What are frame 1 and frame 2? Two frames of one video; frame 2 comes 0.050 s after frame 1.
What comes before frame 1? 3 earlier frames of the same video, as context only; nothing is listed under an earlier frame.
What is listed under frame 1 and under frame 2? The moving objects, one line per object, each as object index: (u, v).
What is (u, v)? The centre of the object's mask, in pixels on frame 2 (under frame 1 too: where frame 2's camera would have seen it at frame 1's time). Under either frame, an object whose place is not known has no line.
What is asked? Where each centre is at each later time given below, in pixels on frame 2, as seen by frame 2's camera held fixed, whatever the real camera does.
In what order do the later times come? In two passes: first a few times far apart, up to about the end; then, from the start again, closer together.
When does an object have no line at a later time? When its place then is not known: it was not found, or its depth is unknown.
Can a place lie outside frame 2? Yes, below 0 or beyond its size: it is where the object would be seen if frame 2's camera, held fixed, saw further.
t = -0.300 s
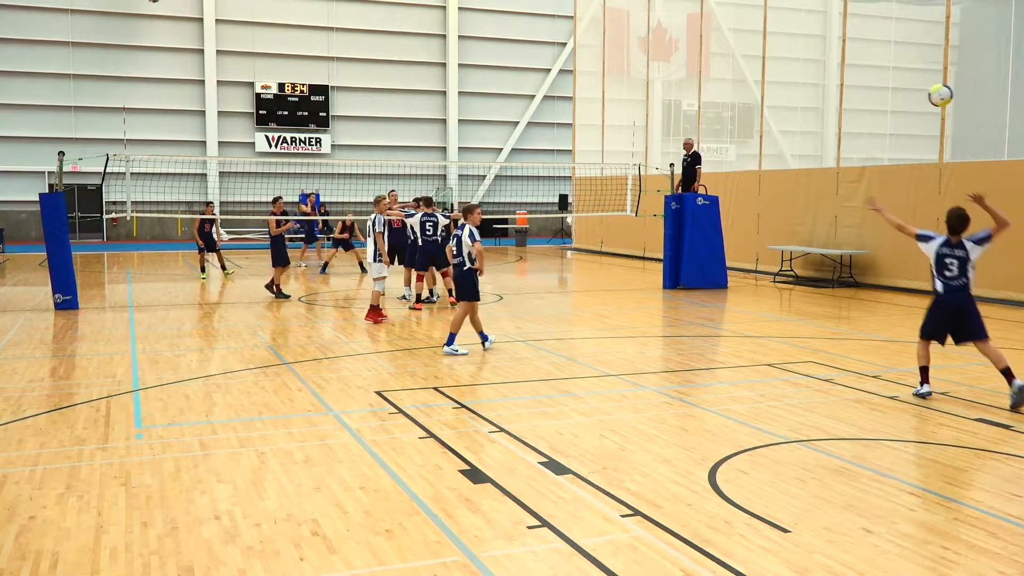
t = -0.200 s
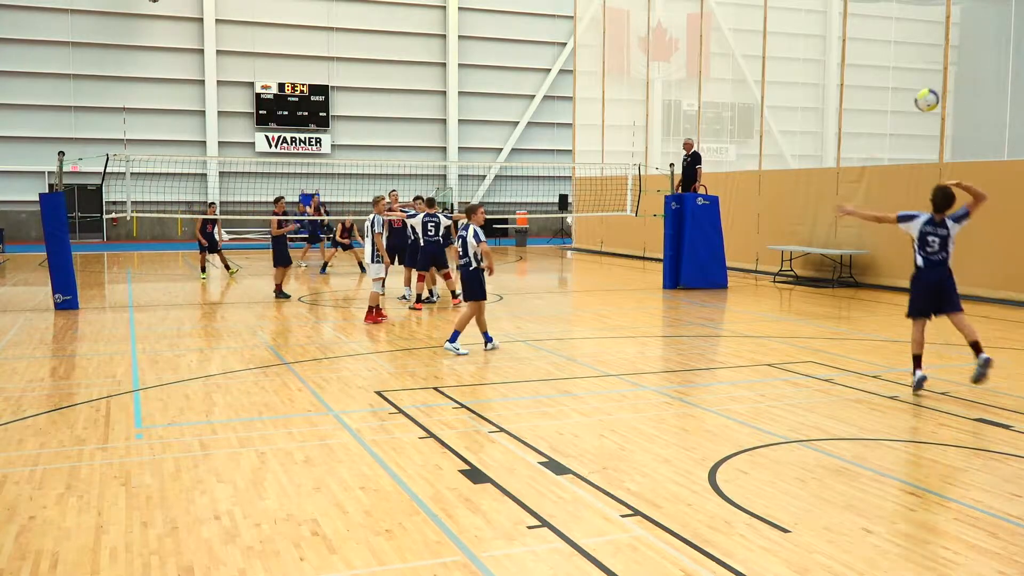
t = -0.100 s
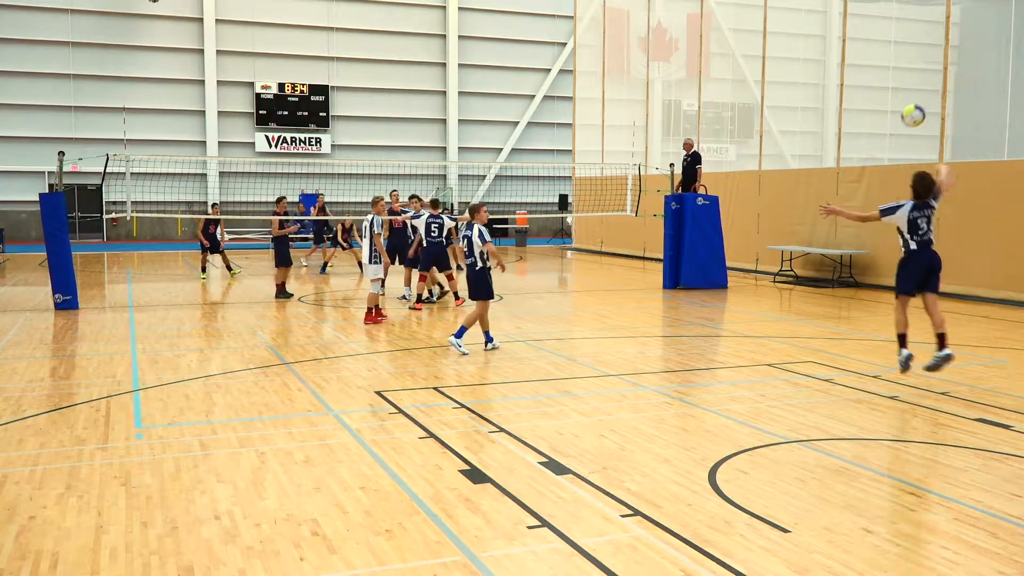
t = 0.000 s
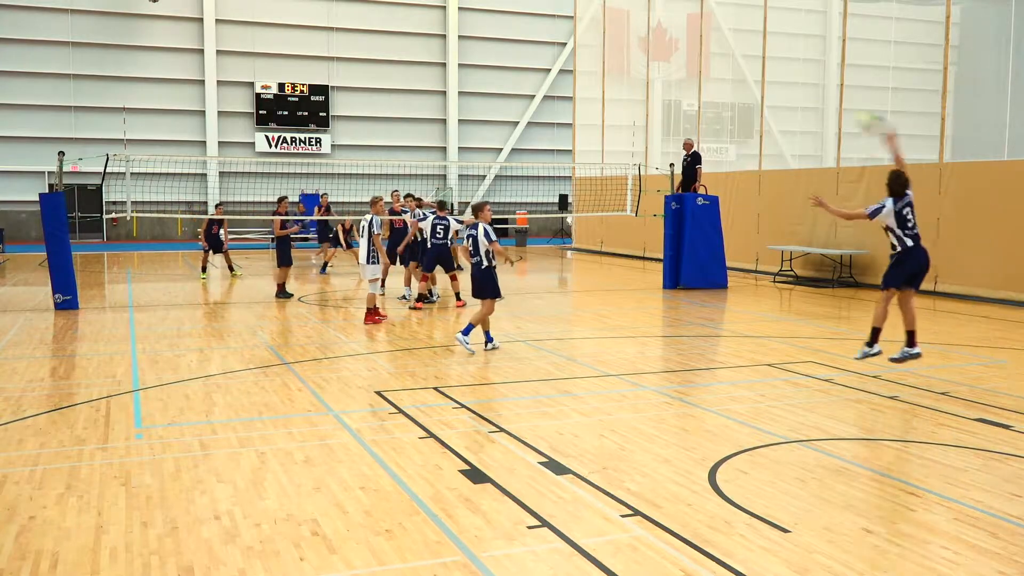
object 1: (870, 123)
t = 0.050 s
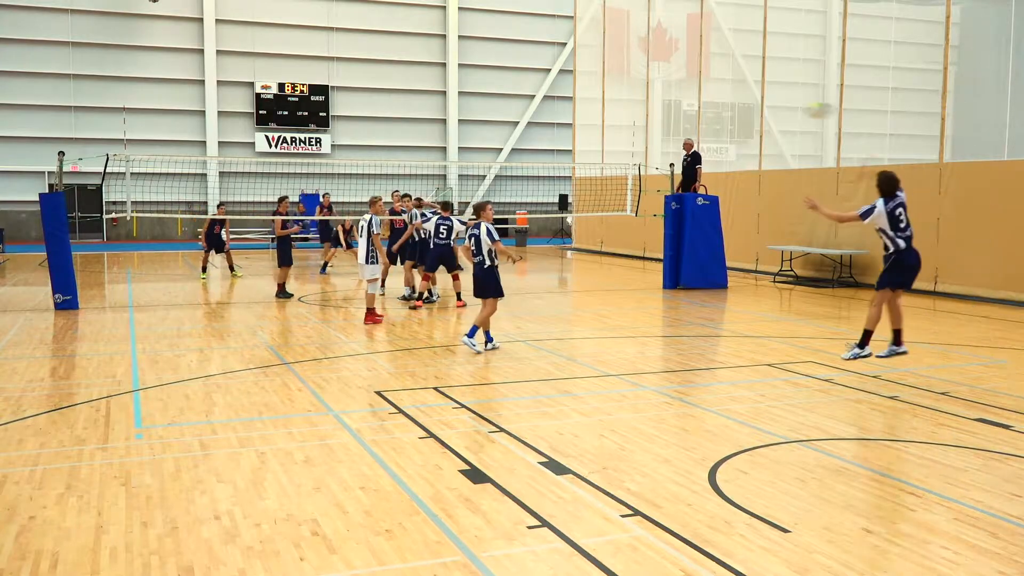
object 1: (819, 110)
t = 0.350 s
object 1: (608, 90)
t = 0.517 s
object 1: (535, 108)
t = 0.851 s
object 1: (431, 173)
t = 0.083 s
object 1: (789, 103)
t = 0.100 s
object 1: (776, 101)
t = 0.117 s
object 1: (761, 95)
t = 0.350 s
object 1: (608, 90)
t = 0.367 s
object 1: (600, 91)
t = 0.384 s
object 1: (592, 93)
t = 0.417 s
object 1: (576, 96)
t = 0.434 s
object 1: (569, 97)
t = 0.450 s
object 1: (562, 99)
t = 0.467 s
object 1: (554, 100)
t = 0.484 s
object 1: (548, 102)
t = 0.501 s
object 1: (542, 107)
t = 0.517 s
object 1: (535, 108)
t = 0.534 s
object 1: (528, 110)
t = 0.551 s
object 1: (522, 112)
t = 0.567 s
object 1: (516, 114)
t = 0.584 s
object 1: (510, 118)
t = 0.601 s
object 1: (503, 122)
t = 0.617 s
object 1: (497, 124)
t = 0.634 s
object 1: (492, 127)
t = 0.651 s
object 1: (487, 129)
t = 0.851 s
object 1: (431, 173)
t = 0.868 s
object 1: (428, 175)
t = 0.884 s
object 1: (423, 180)
